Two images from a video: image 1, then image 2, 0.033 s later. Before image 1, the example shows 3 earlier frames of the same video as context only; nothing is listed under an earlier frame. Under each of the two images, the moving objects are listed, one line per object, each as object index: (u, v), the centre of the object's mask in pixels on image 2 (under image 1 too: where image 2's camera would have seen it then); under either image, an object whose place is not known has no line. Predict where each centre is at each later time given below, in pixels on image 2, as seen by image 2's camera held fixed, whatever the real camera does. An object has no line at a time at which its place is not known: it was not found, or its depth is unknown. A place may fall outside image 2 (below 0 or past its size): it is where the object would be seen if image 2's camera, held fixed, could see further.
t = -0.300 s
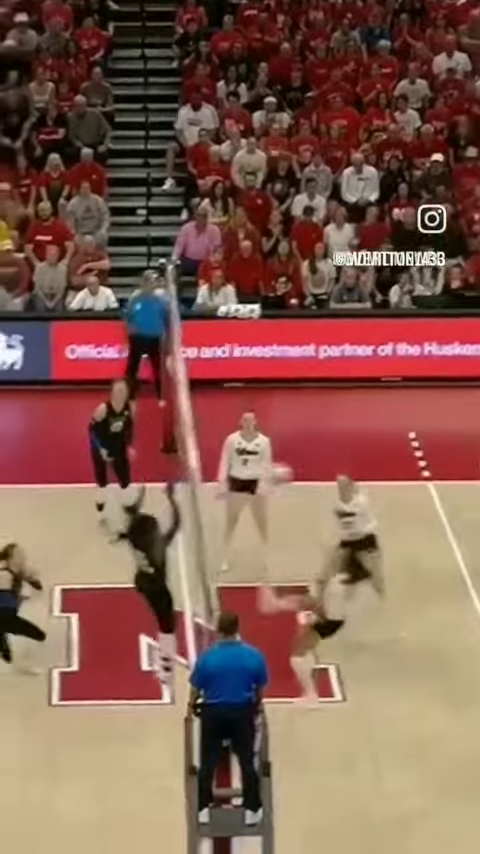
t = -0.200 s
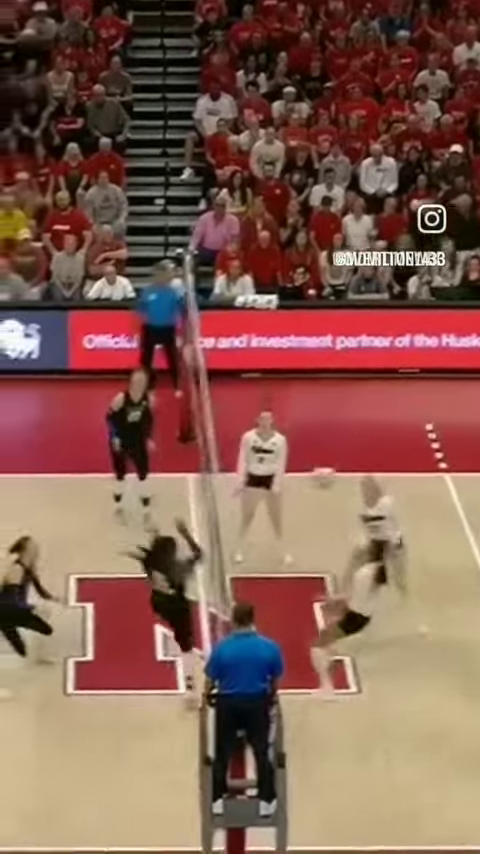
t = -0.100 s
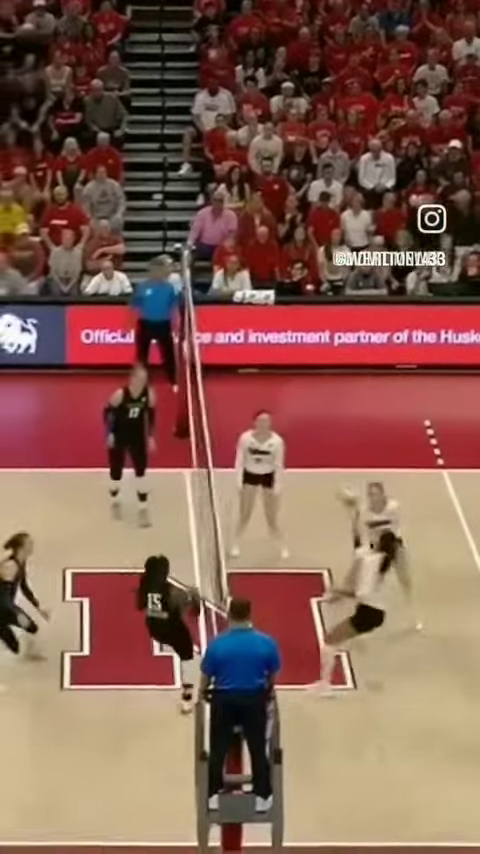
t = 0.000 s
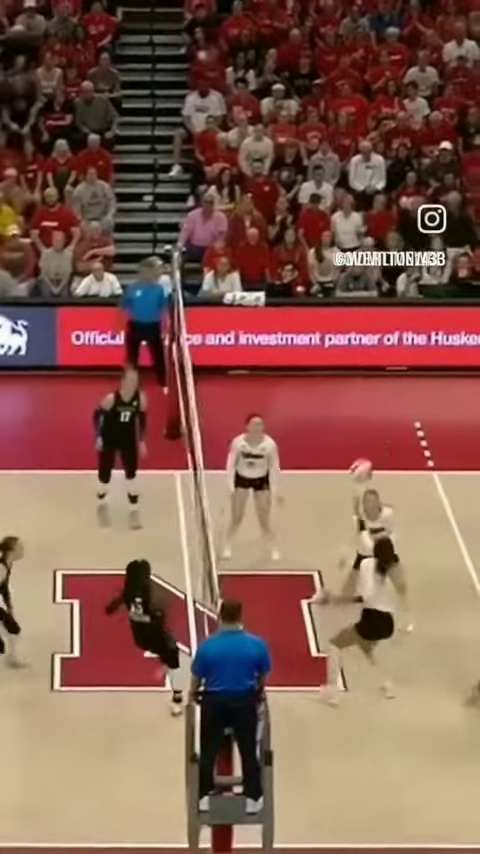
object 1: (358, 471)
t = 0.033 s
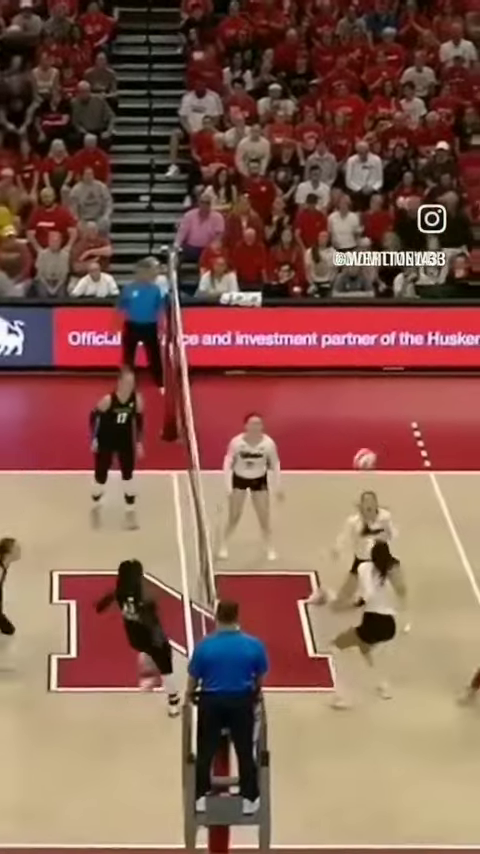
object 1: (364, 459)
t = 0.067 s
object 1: (372, 451)
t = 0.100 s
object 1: (379, 442)
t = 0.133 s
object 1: (385, 435)
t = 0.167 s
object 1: (393, 428)
